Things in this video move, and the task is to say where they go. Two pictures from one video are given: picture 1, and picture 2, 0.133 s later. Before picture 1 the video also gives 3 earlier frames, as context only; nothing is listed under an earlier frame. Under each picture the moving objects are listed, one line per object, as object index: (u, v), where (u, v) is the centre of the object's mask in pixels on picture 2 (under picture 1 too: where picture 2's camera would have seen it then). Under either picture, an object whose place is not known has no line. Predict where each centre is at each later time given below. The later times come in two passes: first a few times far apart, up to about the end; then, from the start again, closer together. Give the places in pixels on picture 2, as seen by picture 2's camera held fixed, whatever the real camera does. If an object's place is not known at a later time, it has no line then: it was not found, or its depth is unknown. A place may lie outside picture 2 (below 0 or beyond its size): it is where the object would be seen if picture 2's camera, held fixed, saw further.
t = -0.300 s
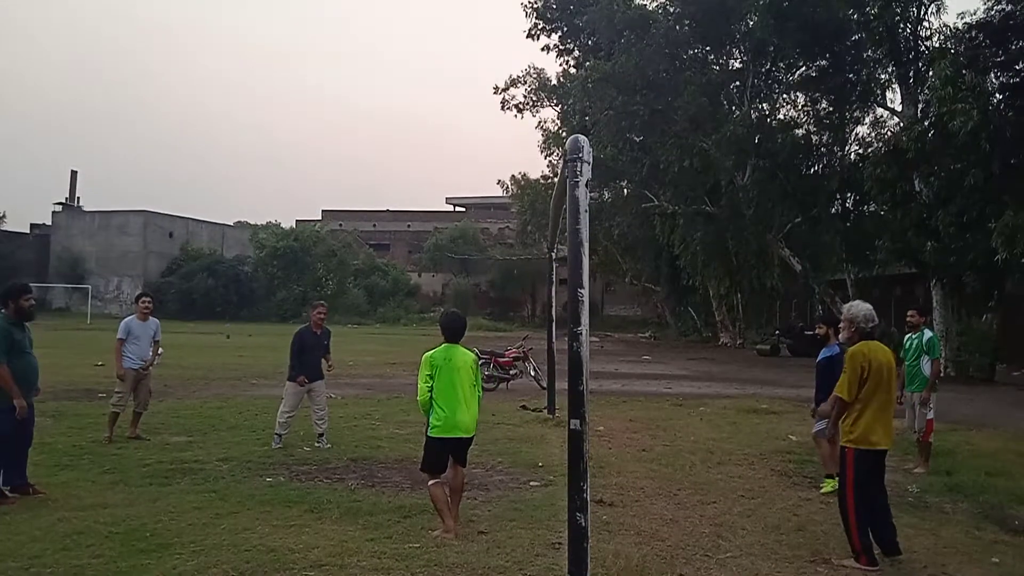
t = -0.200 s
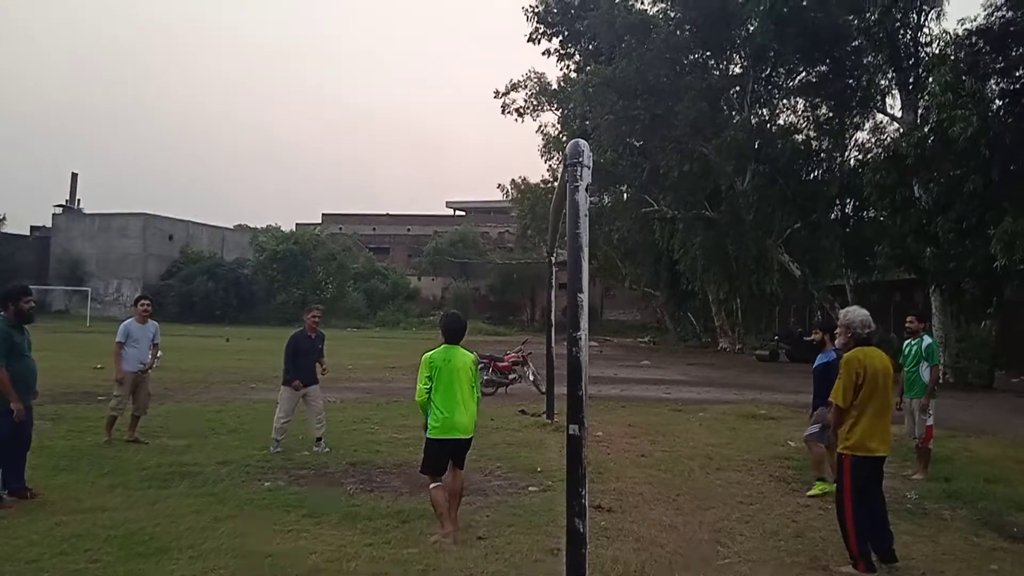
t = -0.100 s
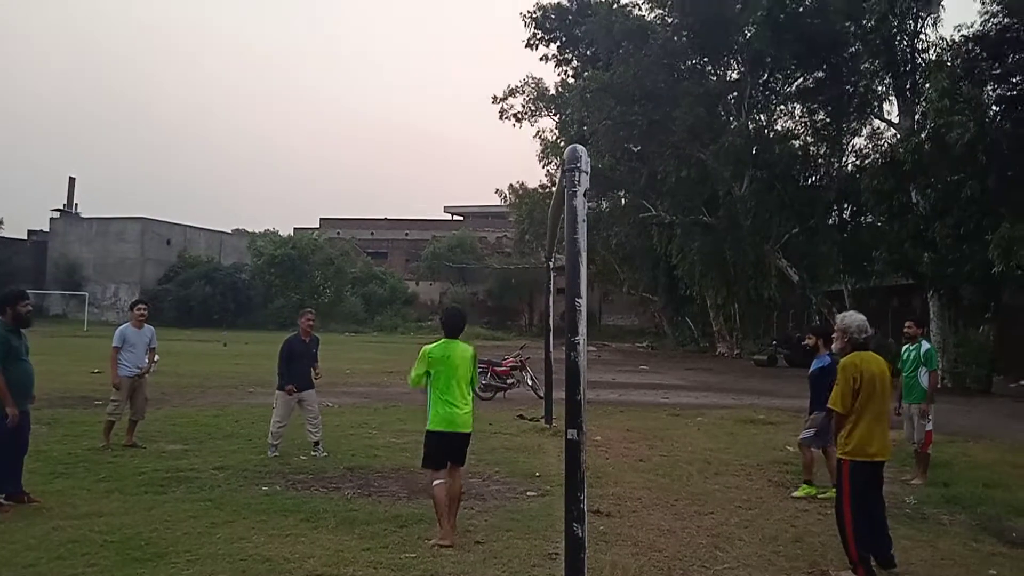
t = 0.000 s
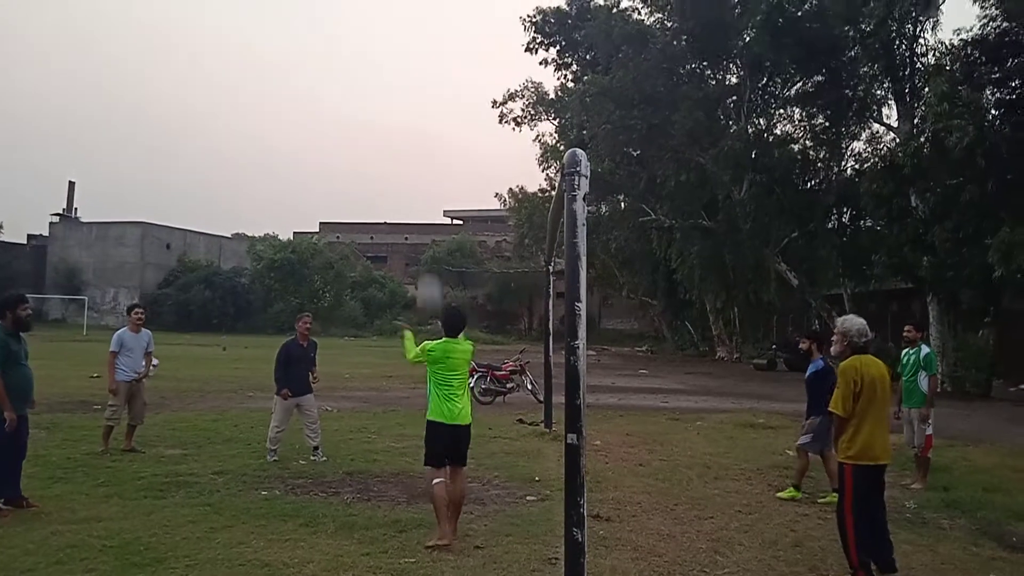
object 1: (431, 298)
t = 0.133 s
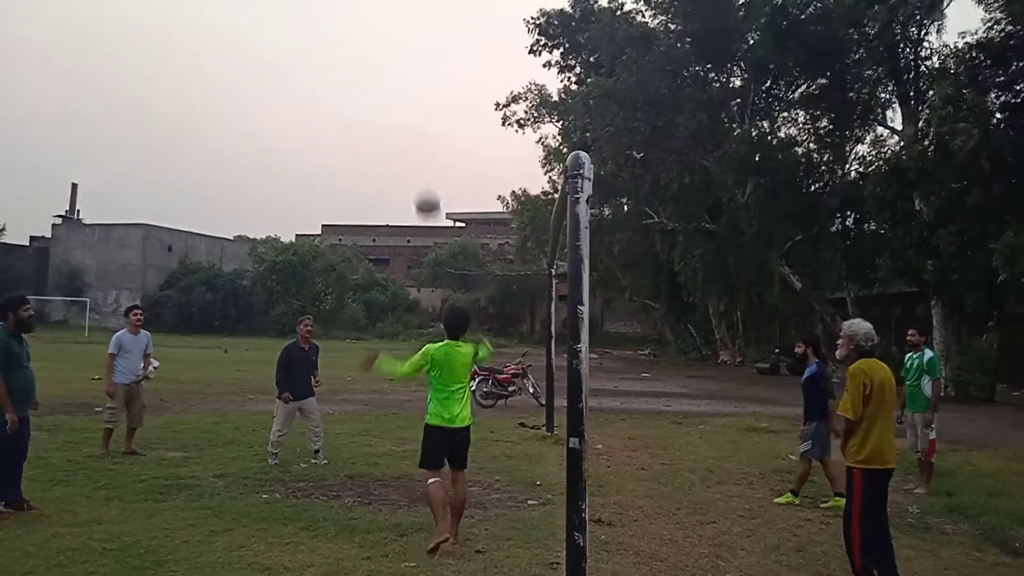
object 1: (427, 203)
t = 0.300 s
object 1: (422, 125)
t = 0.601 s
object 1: (409, 64)
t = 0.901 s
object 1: (396, 97)
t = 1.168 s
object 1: (382, 195)
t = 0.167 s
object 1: (426, 185)
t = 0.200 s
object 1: (425, 169)
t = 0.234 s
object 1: (424, 151)
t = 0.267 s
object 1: (423, 137)
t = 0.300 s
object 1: (422, 125)
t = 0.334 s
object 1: (421, 113)
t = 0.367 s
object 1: (419, 102)
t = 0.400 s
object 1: (417, 93)
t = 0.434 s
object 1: (416, 85)
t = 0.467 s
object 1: (414, 79)
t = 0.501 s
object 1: (414, 73)
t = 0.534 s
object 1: (413, 69)
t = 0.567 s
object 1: (411, 66)
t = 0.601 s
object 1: (409, 64)
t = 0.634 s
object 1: (408, 64)
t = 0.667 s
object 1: (406, 64)
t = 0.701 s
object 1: (405, 65)
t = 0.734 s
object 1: (404, 68)
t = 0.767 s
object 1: (403, 72)
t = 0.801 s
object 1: (401, 77)
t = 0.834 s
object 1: (400, 83)
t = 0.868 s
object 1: (398, 89)
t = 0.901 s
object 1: (396, 97)
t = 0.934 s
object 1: (394, 106)
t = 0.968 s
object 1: (393, 116)
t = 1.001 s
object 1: (391, 127)
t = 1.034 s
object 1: (389, 138)
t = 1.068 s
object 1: (387, 152)
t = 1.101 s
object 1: (386, 165)
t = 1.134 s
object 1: (384, 180)
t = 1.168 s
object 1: (382, 195)
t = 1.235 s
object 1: (378, 228)
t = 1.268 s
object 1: (376, 247)
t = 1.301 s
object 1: (373, 264)
